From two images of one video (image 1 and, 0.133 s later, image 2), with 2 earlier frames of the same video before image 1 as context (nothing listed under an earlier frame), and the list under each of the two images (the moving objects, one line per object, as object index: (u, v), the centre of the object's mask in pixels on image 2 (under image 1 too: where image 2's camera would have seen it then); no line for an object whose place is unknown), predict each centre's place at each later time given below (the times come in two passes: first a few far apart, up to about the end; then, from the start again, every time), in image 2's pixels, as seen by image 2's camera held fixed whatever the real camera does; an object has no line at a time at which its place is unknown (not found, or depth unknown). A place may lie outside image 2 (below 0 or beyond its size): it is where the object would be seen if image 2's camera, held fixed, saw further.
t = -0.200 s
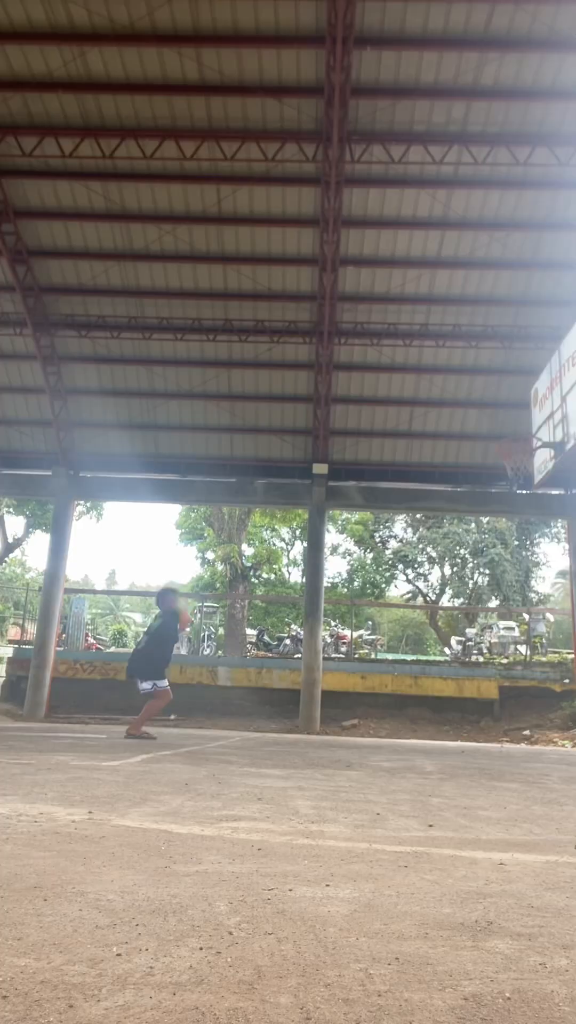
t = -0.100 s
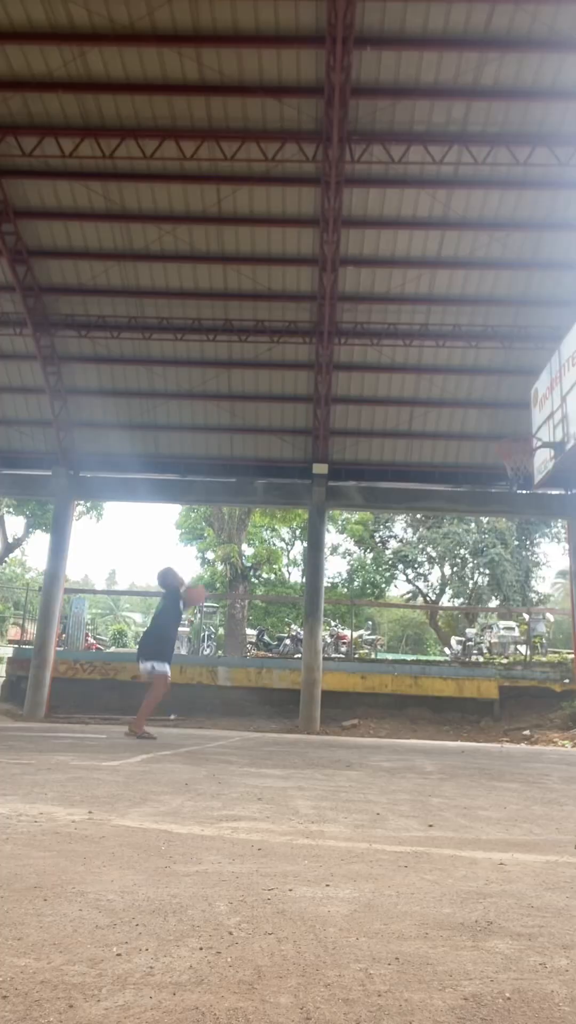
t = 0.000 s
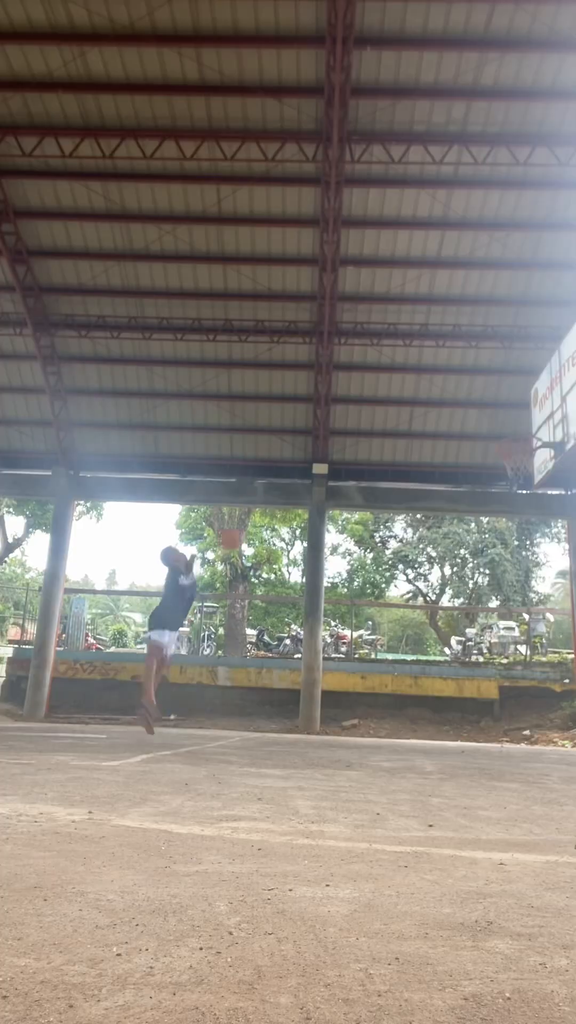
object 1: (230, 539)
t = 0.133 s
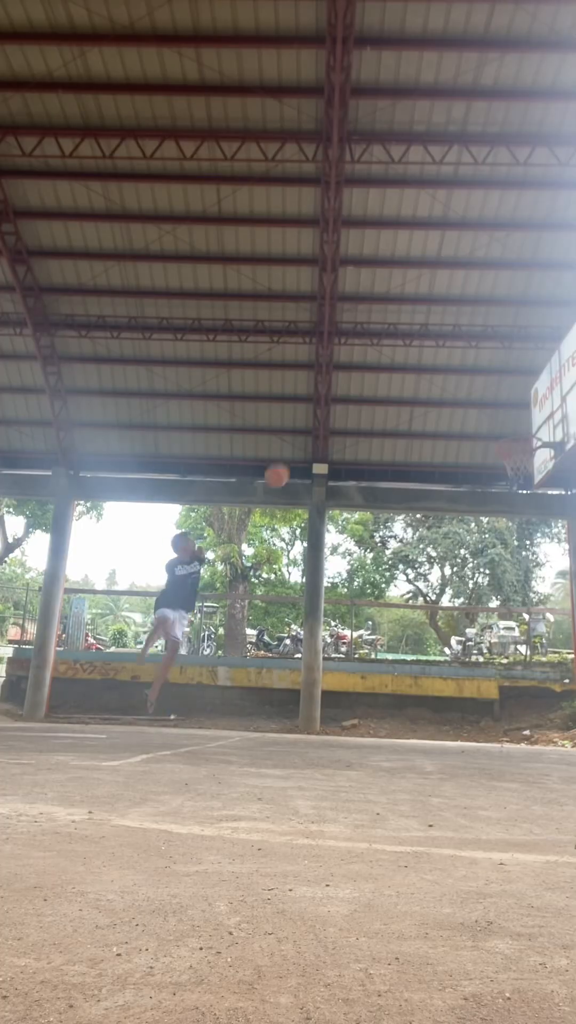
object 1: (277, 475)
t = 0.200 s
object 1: (299, 453)
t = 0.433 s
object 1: (371, 399)
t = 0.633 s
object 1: (430, 391)
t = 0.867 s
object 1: (501, 425)
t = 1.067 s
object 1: (528, 464)
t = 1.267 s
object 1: (515, 492)
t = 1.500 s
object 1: (502, 568)
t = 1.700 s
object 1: (491, 684)
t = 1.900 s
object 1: (469, 664)
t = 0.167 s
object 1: (287, 464)
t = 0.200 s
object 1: (299, 453)
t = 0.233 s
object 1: (309, 441)
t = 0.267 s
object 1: (319, 432)
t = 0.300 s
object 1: (329, 424)
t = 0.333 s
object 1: (340, 416)
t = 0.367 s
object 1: (351, 409)
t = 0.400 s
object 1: (361, 404)
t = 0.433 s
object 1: (371, 399)
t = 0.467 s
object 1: (381, 396)
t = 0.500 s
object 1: (391, 393)
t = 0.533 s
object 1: (401, 391)
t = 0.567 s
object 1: (411, 390)
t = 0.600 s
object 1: (421, 390)
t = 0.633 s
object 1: (430, 391)
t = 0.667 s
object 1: (440, 394)
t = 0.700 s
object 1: (451, 396)
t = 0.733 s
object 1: (461, 400)
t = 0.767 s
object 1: (471, 404)
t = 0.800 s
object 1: (481, 410)
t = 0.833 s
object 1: (490, 416)
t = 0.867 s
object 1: (501, 425)
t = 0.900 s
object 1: (512, 433)
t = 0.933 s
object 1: (522, 443)
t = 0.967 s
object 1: (530, 449)
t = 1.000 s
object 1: (533, 454)
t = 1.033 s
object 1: (530, 461)
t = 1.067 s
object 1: (528, 464)
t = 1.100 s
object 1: (524, 466)
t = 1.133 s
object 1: (525, 471)
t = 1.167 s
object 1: (522, 476)
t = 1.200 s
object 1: (520, 477)
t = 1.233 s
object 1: (517, 485)
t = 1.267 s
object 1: (515, 492)
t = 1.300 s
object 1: (513, 499)
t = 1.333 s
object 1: (511, 507)
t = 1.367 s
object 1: (510, 517)
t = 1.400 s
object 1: (507, 528)
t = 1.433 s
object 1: (506, 540)
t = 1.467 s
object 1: (503, 553)
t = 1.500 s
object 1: (502, 568)
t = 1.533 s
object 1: (500, 584)
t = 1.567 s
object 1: (499, 600)
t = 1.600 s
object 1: (497, 618)
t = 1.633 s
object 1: (494, 640)
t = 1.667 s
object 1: (493, 661)
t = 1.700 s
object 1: (491, 684)
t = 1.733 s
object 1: (490, 710)
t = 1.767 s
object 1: (488, 732)
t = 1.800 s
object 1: (484, 726)
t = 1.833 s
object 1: (479, 706)
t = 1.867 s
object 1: (474, 684)
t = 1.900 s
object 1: (469, 664)
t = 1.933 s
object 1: (465, 647)
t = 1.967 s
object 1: (461, 630)
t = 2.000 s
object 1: (456, 616)
